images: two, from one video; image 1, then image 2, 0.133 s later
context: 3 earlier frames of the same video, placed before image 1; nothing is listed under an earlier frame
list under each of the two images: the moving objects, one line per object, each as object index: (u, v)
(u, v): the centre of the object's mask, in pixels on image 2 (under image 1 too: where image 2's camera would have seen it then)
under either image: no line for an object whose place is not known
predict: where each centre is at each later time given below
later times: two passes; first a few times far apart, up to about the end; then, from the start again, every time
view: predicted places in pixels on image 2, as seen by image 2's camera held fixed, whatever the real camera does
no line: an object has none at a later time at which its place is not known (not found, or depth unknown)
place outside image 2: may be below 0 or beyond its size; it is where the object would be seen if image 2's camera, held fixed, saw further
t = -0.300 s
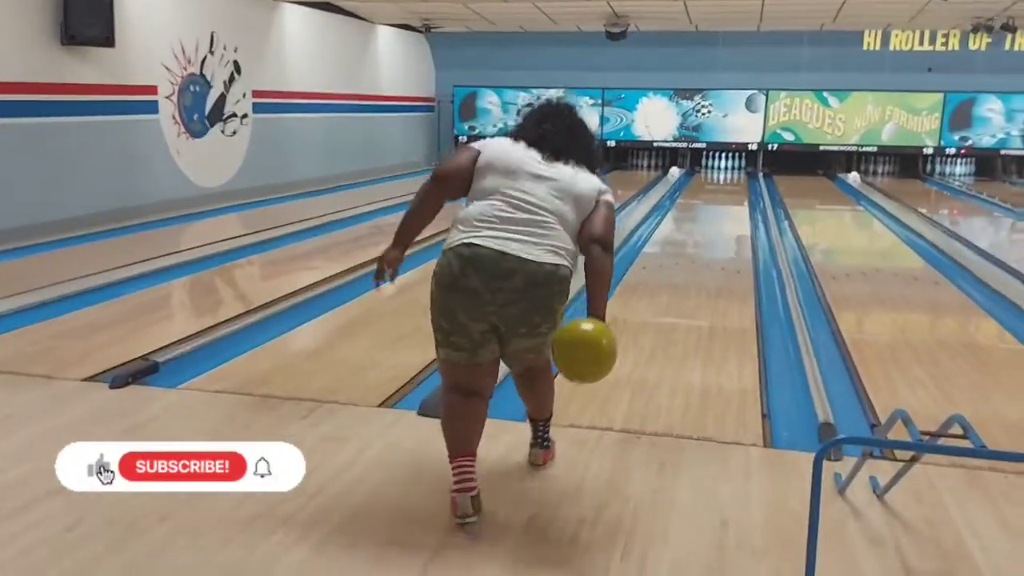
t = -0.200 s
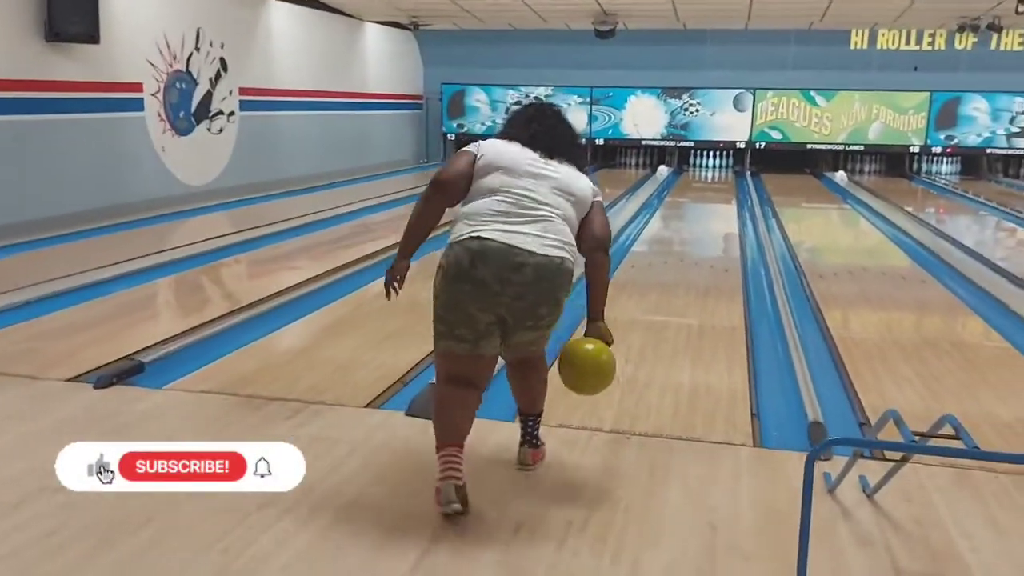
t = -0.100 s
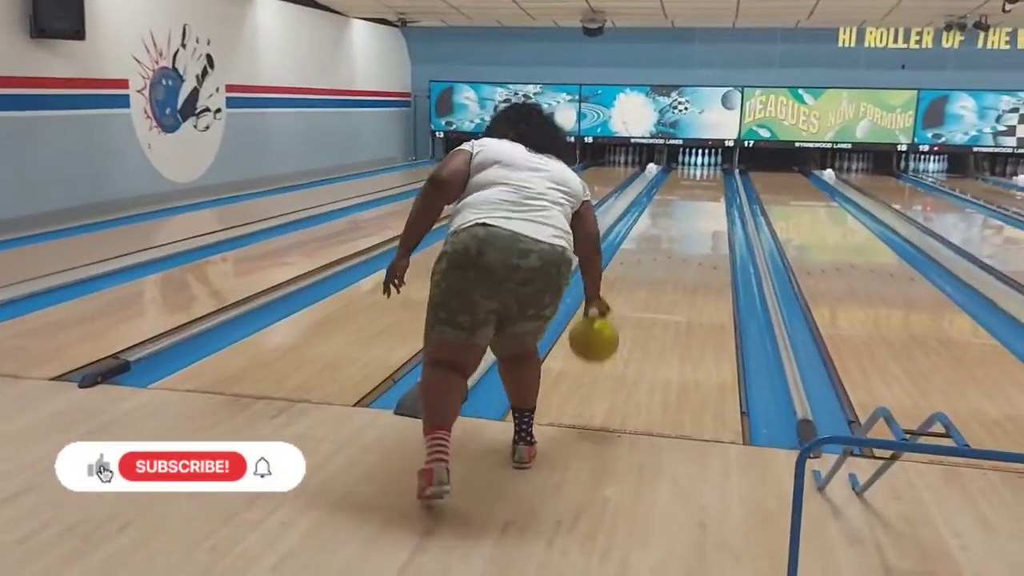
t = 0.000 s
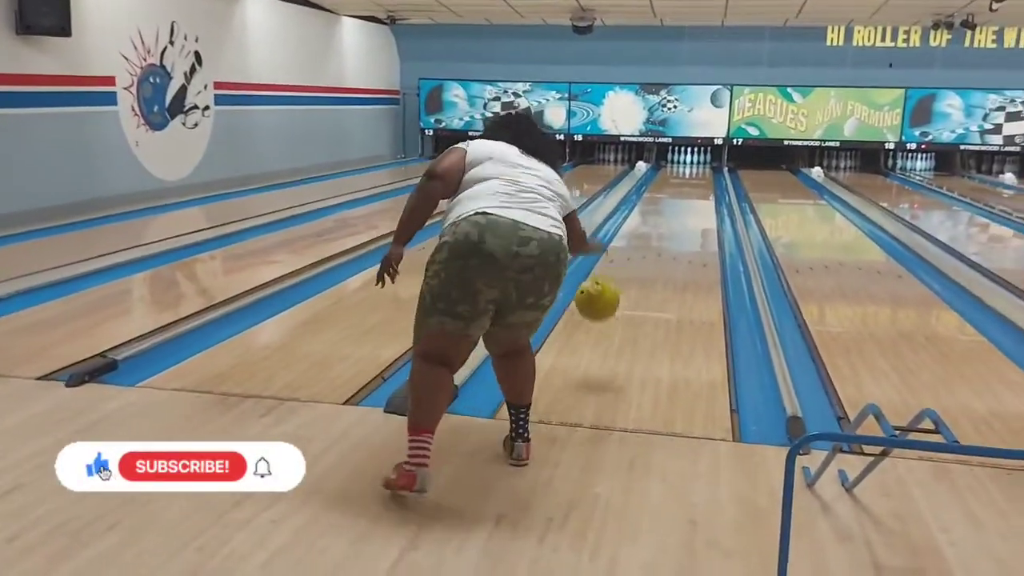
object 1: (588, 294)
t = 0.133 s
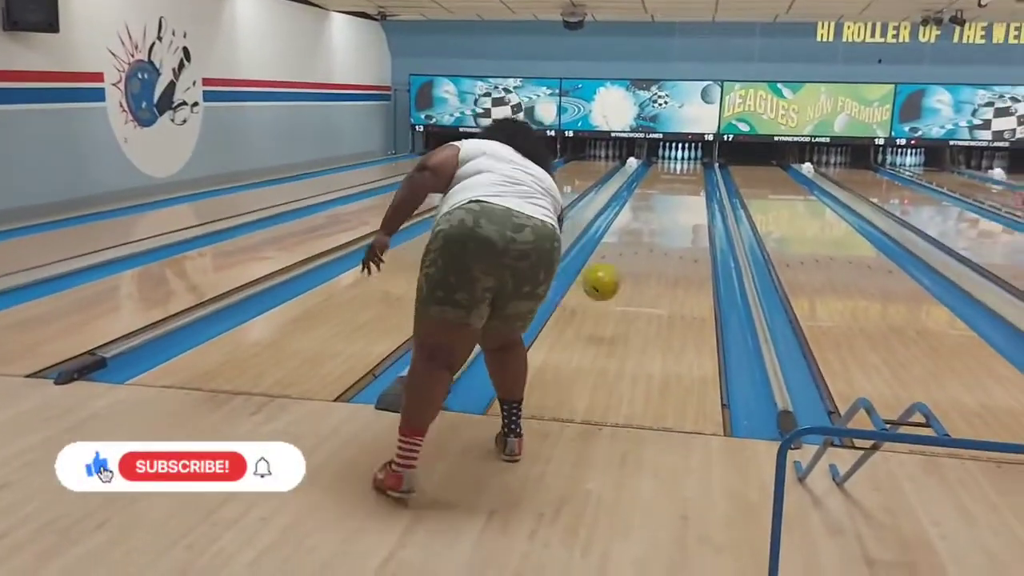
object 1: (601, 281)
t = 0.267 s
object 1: (609, 298)
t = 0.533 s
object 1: (623, 262)
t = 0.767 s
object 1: (632, 238)
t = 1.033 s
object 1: (639, 220)
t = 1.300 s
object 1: (644, 205)
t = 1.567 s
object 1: (648, 192)
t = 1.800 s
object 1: (651, 186)
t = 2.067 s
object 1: (653, 179)
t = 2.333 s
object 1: (655, 172)
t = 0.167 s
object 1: (603, 283)
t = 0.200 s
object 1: (606, 287)
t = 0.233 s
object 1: (607, 290)
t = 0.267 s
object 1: (609, 298)
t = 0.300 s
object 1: (612, 294)
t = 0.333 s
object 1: (613, 288)
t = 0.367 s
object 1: (615, 284)
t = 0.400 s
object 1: (617, 281)
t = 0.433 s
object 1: (618, 276)
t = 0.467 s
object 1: (620, 272)
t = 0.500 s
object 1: (622, 266)
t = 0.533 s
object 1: (623, 262)
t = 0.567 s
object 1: (625, 259)
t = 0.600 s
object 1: (626, 254)
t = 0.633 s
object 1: (628, 251)
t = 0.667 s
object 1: (629, 248)
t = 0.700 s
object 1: (630, 245)
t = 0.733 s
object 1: (631, 242)
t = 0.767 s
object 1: (632, 238)
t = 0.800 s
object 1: (633, 236)
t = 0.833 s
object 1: (634, 233)
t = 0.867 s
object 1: (635, 230)
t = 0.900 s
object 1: (636, 228)
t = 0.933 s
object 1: (636, 226)
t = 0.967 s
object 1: (637, 224)
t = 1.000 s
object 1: (638, 222)
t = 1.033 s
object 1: (639, 220)
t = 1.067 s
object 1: (640, 218)
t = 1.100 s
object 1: (640, 215)
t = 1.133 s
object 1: (641, 214)
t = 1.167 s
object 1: (641, 212)
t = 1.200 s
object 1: (642, 209)
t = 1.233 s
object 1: (643, 208)
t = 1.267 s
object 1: (643, 206)
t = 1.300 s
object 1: (644, 205)
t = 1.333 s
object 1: (644, 204)
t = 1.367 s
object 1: (645, 203)
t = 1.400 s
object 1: (645, 201)
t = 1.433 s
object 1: (646, 200)
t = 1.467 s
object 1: (646, 198)
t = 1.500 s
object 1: (646, 197)
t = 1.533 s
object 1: (647, 196)
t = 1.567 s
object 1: (648, 192)
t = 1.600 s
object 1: (649, 191)
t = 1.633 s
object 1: (649, 190)
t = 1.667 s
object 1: (650, 190)
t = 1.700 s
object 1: (650, 189)
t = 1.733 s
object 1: (650, 189)
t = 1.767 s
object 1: (651, 187)
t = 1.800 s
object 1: (651, 186)
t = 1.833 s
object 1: (651, 186)
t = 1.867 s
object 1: (653, 183)
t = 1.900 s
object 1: (653, 183)
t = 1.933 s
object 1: (653, 181)
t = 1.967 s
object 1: (653, 181)
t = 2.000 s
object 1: (653, 179)
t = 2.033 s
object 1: (653, 179)
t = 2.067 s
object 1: (653, 179)
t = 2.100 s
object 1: (654, 177)
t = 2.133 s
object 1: (654, 177)
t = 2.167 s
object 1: (654, 176)
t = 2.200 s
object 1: (654, 175)
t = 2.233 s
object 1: (655, 175)
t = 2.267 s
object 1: (655, 173)
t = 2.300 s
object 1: (655, 173)
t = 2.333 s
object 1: (655, 172)
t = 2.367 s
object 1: (655, 172)
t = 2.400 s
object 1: (655, 171)
